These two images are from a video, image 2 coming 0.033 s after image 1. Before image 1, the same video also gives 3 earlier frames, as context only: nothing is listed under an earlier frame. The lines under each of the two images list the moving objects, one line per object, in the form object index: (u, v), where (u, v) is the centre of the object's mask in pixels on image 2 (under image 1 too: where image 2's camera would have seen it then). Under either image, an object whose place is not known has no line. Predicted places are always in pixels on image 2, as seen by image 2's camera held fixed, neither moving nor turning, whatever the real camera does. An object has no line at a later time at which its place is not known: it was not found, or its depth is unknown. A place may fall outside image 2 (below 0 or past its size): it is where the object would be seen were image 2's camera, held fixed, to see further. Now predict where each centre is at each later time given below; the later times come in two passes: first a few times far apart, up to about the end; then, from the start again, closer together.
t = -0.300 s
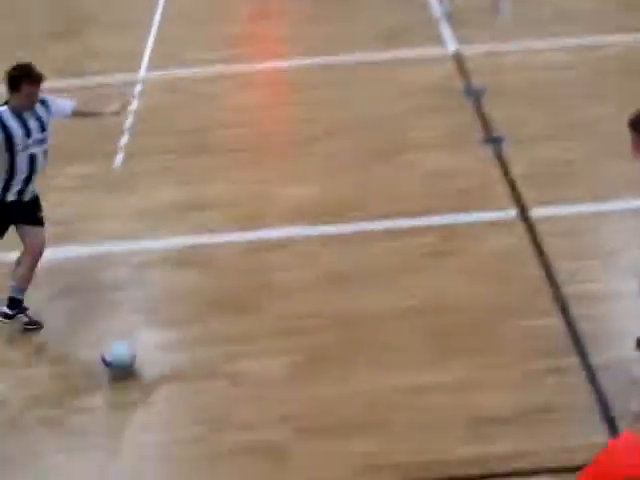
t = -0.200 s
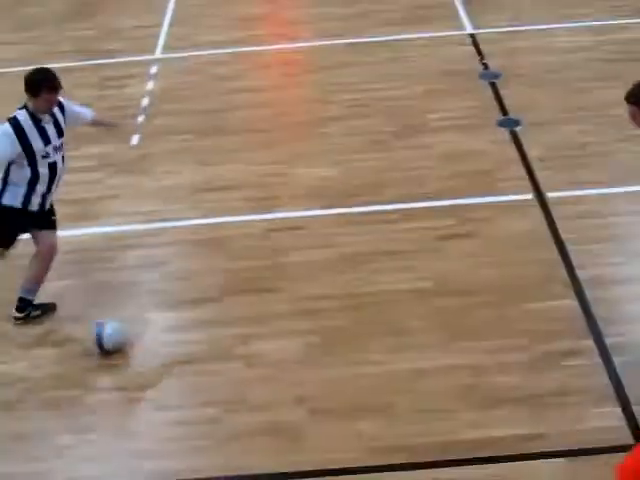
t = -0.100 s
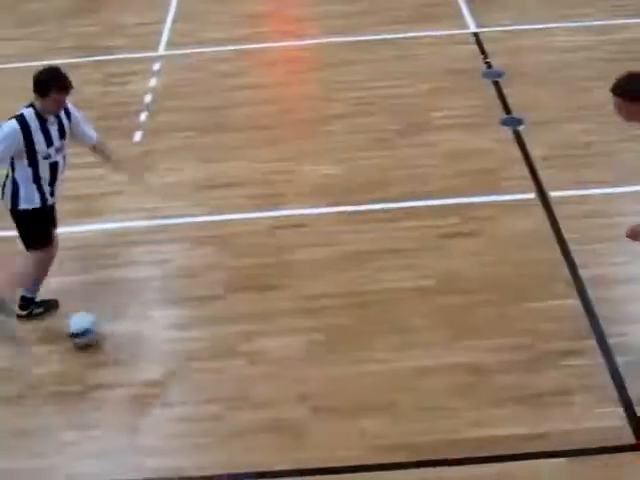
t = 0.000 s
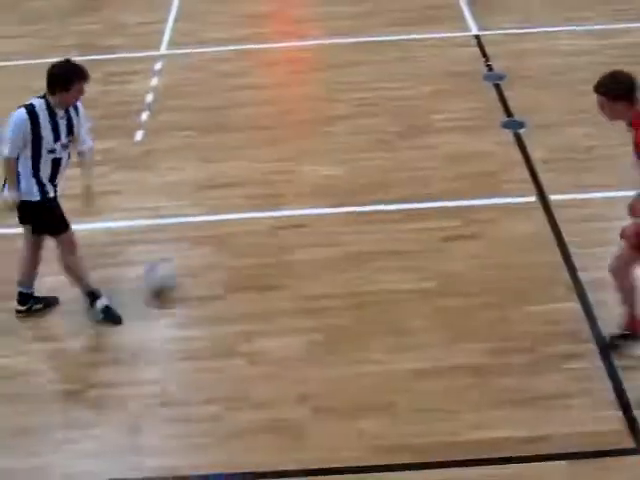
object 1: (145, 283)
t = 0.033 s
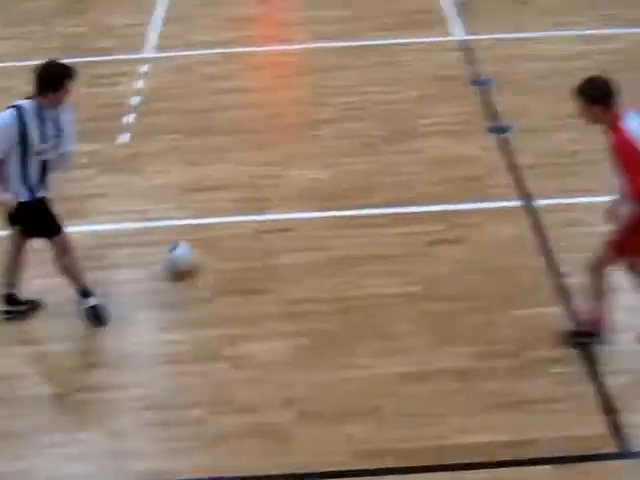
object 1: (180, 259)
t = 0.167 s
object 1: (303, 190)
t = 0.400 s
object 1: (451, 103)
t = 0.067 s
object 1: (214, 239)
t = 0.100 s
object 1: (245, 221)
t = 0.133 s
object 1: (275, 205)
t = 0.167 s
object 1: (303, 190)
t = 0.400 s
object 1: (451, 103)
